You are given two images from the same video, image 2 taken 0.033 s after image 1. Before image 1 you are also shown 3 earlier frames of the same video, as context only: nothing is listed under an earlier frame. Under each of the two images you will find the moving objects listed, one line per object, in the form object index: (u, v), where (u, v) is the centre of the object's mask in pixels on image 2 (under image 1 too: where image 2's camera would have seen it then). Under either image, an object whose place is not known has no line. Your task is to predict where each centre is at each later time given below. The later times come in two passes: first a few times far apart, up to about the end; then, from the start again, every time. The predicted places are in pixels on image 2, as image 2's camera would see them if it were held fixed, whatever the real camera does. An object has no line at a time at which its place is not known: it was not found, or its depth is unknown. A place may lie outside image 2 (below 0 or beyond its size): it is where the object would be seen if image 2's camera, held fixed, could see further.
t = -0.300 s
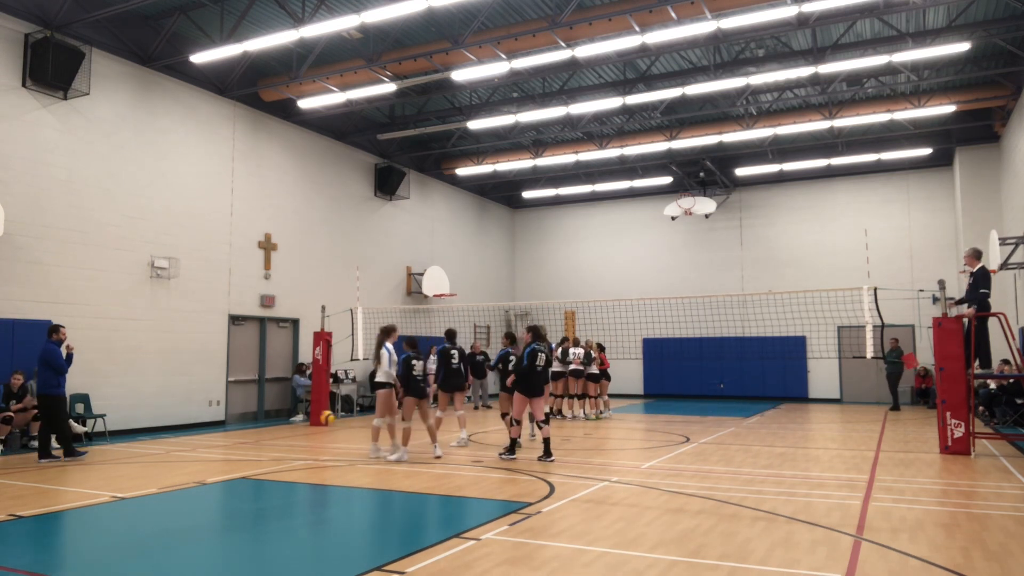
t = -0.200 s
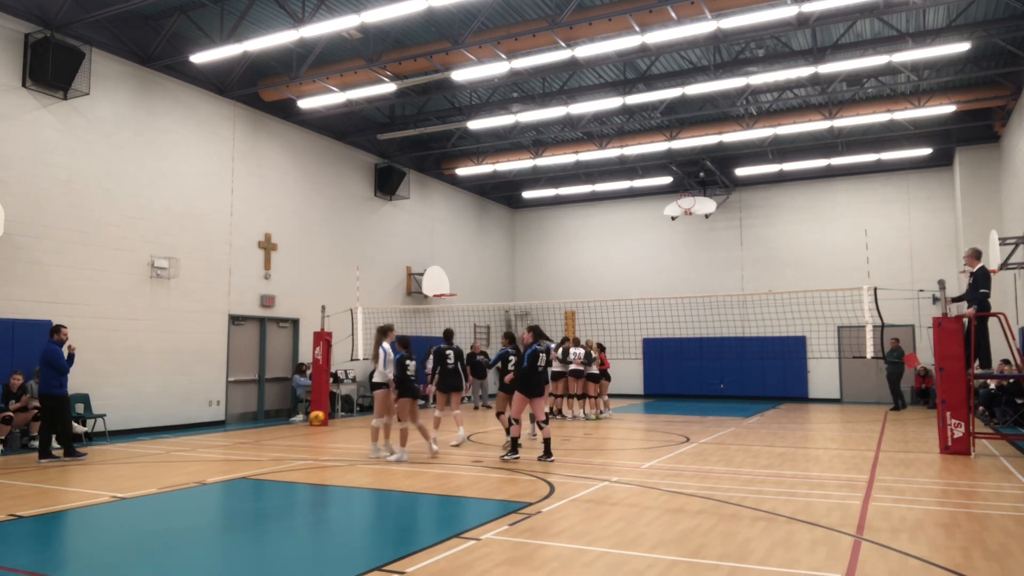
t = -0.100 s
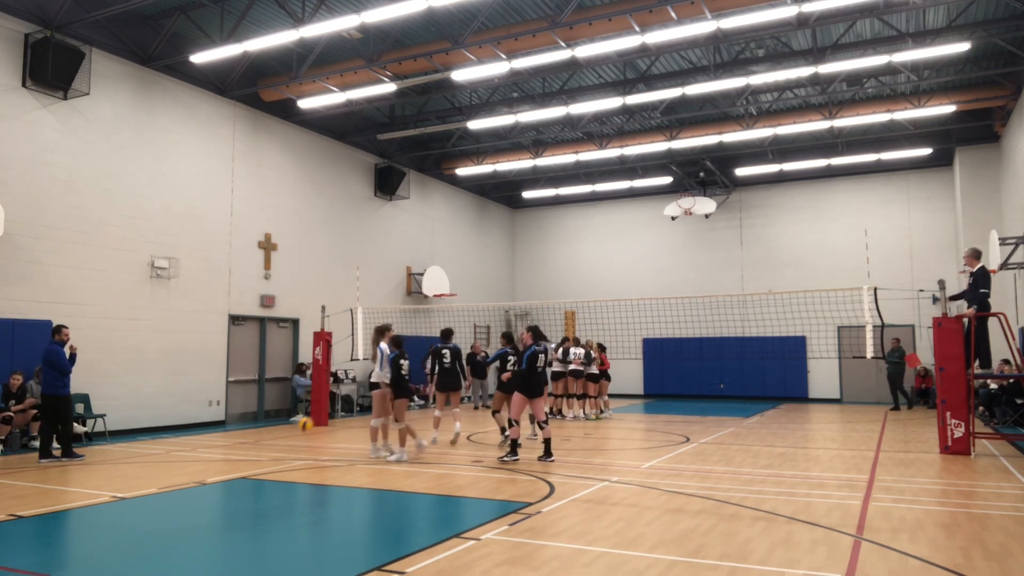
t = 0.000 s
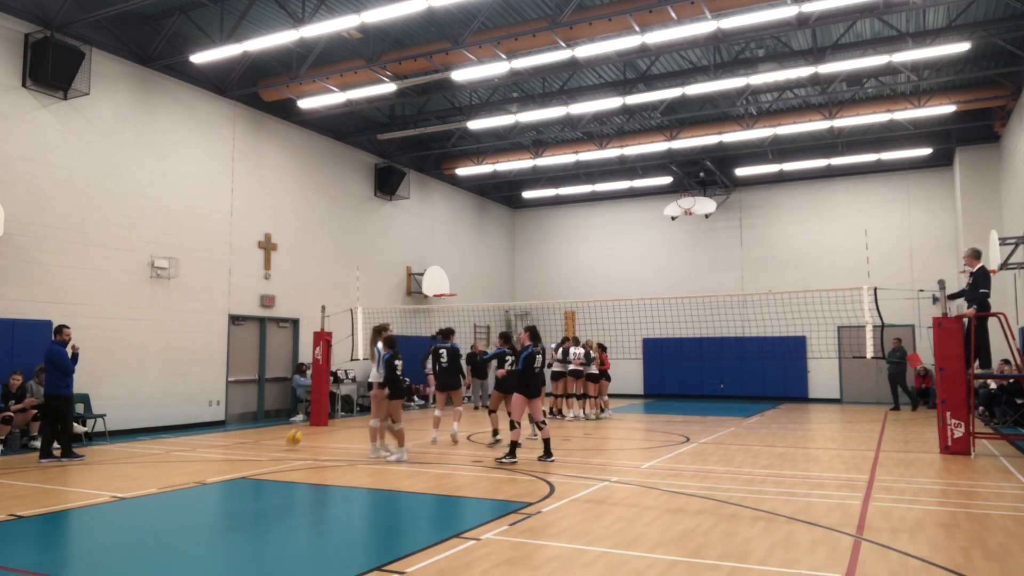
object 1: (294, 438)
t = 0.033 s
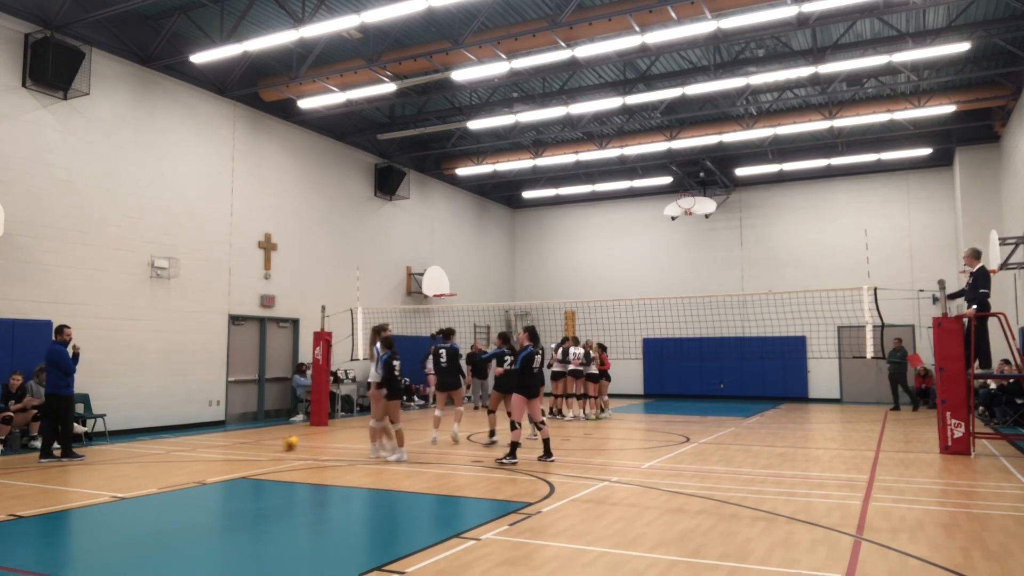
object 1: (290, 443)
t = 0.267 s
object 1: (261, 431)
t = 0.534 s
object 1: (222, 451)
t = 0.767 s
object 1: (186, 453)
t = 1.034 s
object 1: (137, 460)
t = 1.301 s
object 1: (82, 473)
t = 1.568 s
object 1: (18, 486)
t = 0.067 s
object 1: (286, 441)
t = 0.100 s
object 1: (281, 437)
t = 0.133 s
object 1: (278, 434)
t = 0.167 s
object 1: (273, 432)
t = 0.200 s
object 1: (269, 431)
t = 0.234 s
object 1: (265, 430)
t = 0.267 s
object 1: (261, 431)
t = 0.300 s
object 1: (256, 432)
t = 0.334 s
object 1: (252, 435)
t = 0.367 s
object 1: (246, 437)
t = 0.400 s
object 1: (242, 442)
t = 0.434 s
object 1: (238, 446)
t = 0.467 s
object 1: (233, 453)
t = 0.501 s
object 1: (228, 453)
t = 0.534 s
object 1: (222, 451)
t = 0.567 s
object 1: (217, 448)
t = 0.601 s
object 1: (212, 447)
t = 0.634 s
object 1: (207, 446)
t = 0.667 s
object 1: (202, 447)
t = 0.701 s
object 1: (197, 448)
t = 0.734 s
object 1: (191, 450)
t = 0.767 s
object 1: (186, 453)
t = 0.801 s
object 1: (180, 457)
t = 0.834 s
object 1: (173, 462)
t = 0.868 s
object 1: (167, 465)
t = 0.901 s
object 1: (162, 462)
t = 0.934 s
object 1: (156, 460)
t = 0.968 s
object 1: (151, 460)
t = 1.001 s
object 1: (144, 460)
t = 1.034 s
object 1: (137, 460)
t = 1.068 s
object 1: (131, 463)
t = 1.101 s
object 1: (124, 466)
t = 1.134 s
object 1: (117, 470)
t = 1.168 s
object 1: (112, 475)
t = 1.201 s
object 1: (103, 477)
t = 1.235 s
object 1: (97, 475)
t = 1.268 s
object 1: (89, 472)
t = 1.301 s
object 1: (82, 473)
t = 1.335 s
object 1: (74, 474)
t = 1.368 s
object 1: (66, 476)
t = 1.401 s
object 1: (60, 479)
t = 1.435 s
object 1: (51, 484)
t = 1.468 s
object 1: (42, 489)
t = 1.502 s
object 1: (34, 488)
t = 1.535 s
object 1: (25, 486)
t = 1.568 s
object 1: (18, 486)
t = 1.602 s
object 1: (11, 487)
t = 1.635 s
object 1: (7, 489)
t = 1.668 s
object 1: (2, 491)
